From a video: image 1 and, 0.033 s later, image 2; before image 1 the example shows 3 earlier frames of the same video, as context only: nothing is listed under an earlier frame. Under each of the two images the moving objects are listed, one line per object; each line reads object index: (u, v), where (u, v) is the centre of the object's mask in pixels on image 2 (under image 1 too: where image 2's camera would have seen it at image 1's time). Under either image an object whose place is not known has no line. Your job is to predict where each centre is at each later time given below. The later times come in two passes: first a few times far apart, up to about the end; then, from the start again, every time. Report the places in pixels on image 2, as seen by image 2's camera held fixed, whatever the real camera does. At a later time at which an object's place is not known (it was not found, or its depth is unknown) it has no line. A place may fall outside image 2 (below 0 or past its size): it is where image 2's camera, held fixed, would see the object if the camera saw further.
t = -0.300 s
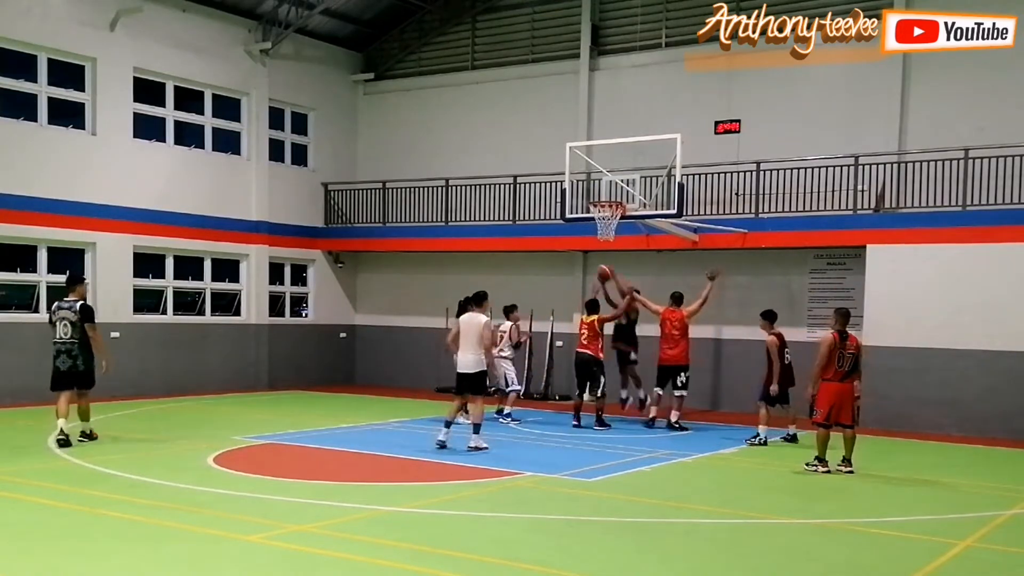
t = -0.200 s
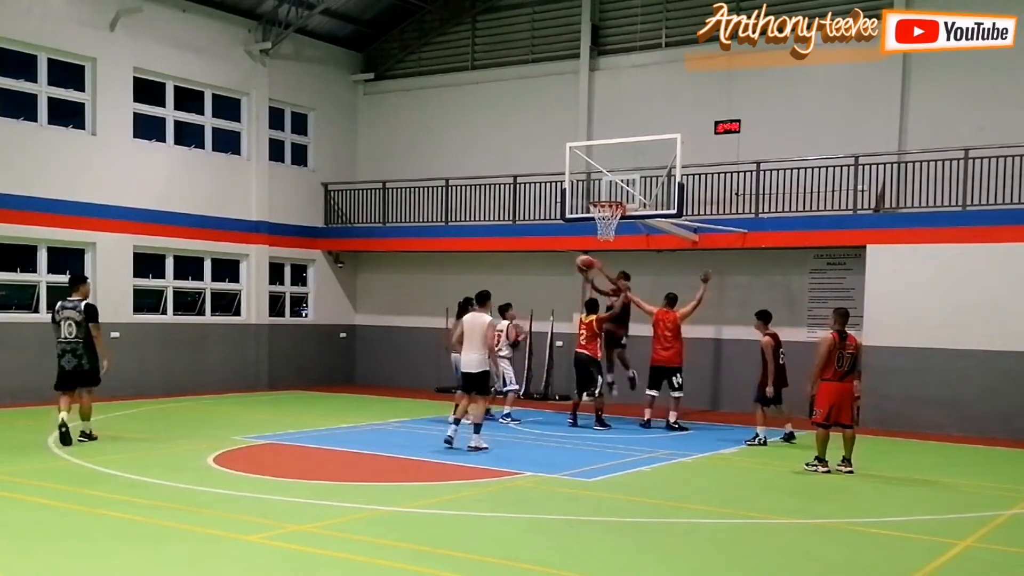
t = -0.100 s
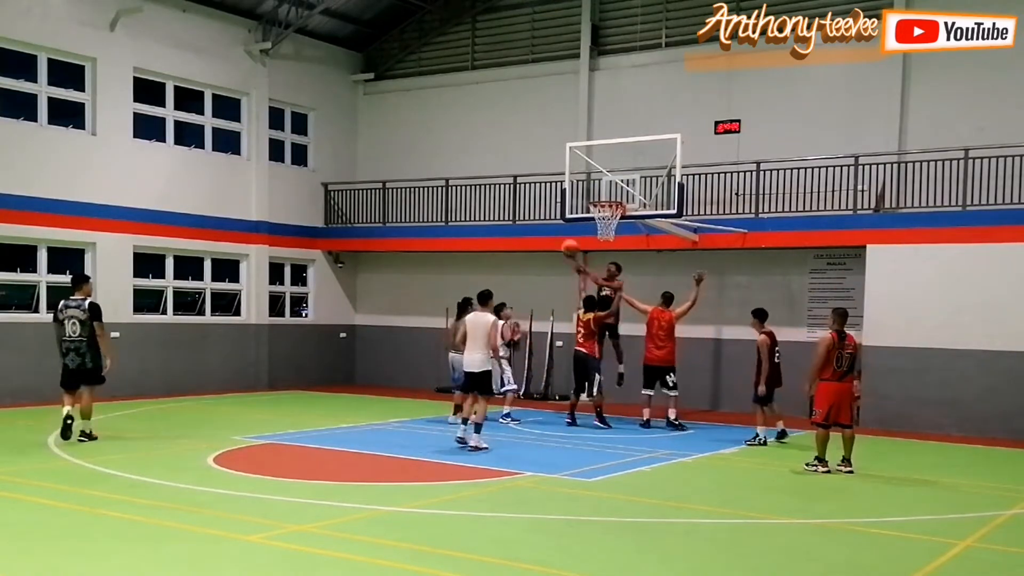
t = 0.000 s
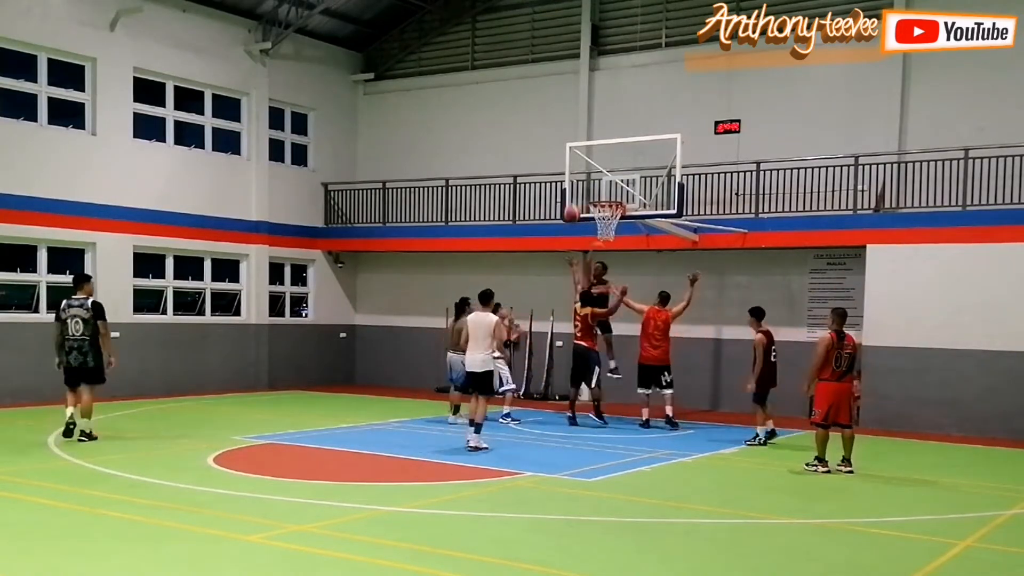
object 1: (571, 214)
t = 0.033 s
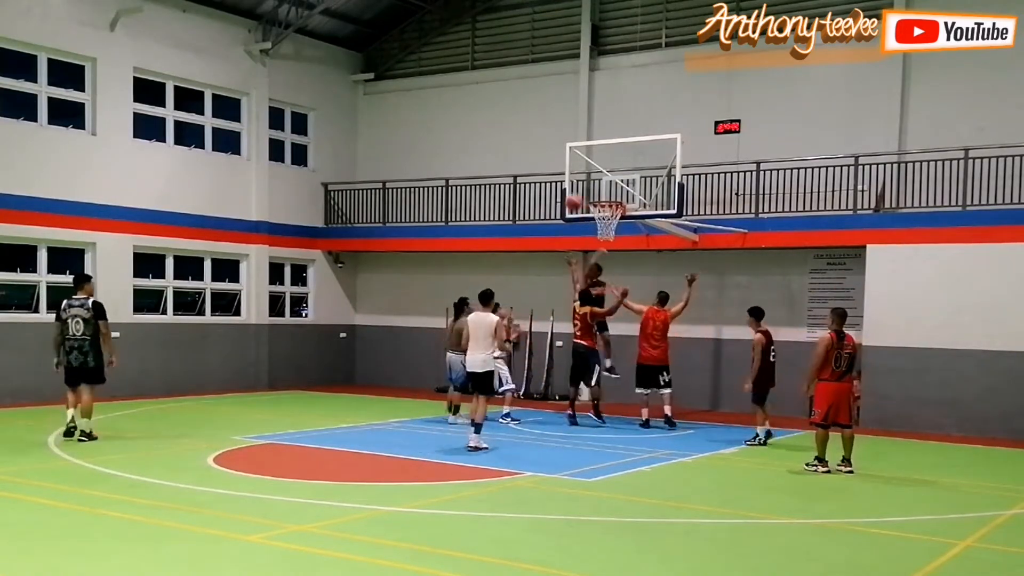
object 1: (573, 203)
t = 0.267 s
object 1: (583, 144)
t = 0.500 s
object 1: (592, 123)
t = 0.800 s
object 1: (600, 157)
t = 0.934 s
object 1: (605, 194)
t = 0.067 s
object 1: (575, 192)
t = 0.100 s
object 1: (577, 181)
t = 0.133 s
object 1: (578, 172)
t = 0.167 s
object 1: (579, 164)
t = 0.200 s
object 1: (581, 157)
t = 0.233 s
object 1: (582, 149)
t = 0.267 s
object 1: (583, 144)
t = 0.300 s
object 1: (584, 138)
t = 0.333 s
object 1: (586, 134)
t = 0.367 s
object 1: (587, 130)
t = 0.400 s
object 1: (588, 127)
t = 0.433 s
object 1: (589, 125)
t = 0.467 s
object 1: (590, 124)
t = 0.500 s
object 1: (592, 123)
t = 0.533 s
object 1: (592, 124)
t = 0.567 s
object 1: (593, 126)
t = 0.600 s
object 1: (595, 128)
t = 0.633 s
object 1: (596, 130)
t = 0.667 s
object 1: (596, 134)
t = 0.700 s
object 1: (597, 139)
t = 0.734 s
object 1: (598, 144)
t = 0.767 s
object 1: (600, 151)
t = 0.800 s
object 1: (600, 157)
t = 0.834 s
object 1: (602, 166)
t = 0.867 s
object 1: (603, 174)
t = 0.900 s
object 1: (604, 183)
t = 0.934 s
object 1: (605, 194)
